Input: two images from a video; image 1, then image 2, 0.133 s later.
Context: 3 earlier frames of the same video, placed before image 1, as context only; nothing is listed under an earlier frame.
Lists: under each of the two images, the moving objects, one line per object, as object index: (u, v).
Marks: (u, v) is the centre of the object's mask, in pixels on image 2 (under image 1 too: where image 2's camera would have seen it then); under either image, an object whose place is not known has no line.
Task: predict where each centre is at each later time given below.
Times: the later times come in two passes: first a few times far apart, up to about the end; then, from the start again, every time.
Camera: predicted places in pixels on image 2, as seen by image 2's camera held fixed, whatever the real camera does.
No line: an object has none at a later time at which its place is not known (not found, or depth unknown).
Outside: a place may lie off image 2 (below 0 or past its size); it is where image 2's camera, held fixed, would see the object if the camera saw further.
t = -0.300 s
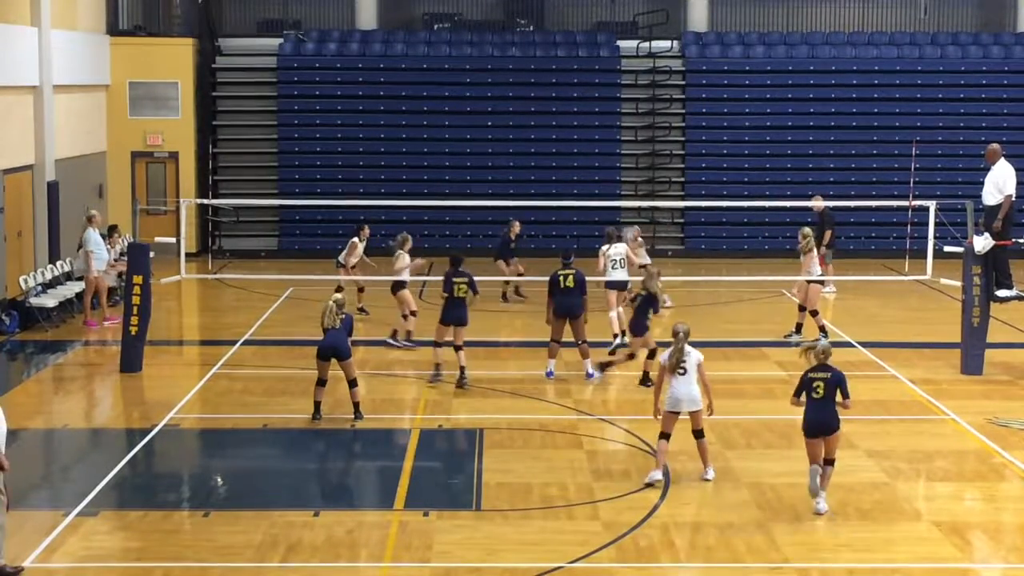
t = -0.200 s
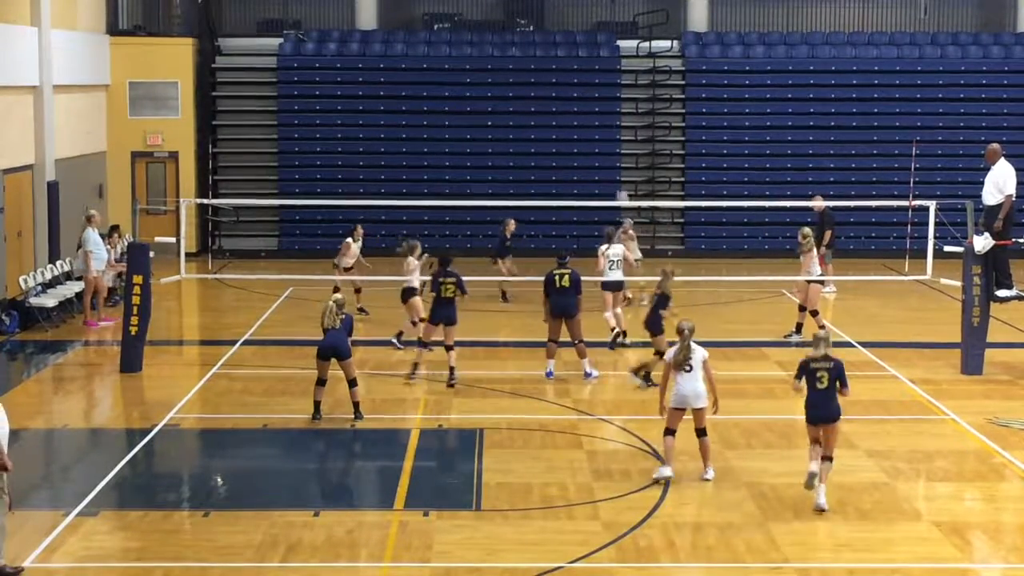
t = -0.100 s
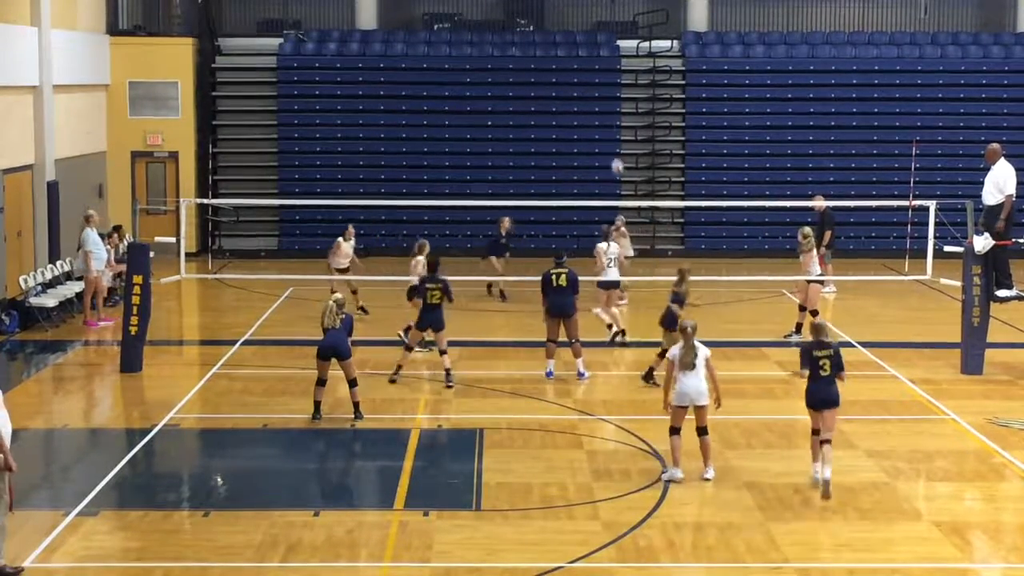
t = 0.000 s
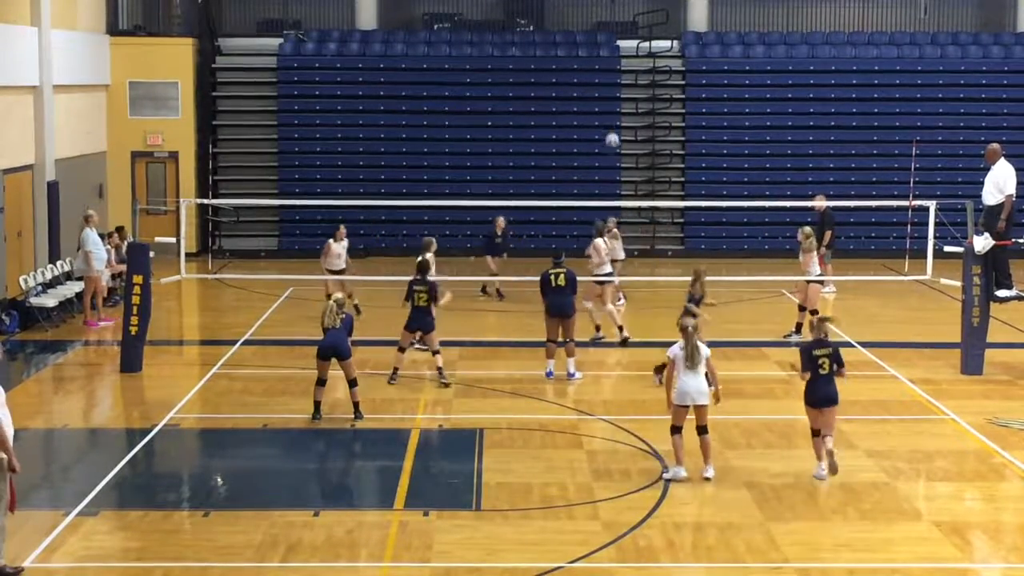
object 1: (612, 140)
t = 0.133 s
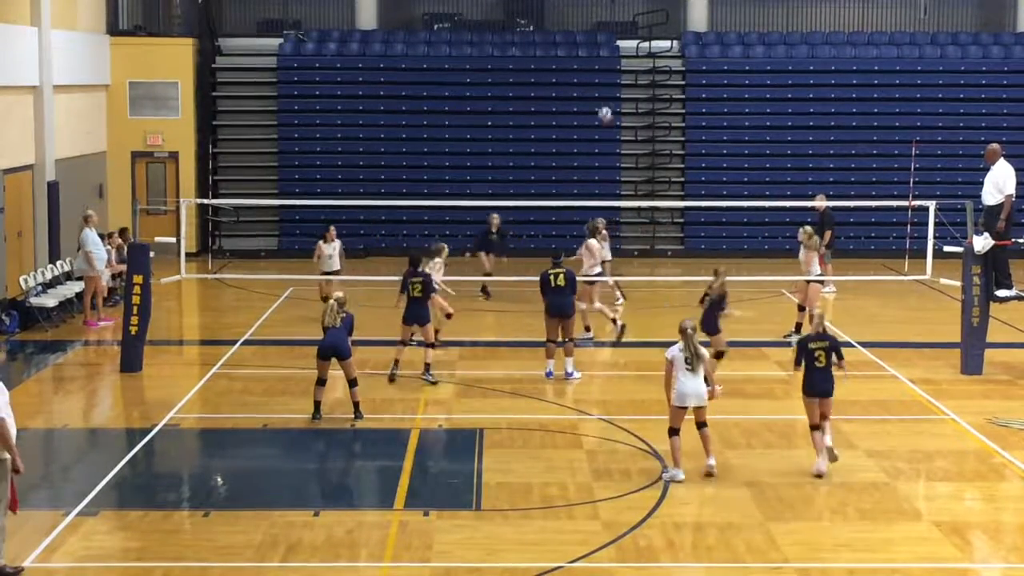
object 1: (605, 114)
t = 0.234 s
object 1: (600, 102)
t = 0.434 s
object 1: (590, 95)
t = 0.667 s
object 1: (577, 120)
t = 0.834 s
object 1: (568, 160)
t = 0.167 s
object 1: (603, 109)
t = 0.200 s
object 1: (602, 105)
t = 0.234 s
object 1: (600, 102)
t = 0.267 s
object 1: (598, 99)
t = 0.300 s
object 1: (597, 98)
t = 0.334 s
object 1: (595, 95)
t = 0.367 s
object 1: (594, 94)
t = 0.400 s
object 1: (592, 94)
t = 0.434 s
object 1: (590, 95)
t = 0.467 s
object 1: (589, 96)
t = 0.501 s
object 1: (586, 98)
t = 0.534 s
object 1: (585, 102)
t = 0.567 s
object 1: (583, 105)
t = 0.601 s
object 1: (581, 109)
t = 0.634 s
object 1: (579, 114)
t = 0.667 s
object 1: (577, 120)
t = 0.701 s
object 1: (575, 126)
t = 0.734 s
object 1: (574, 133)
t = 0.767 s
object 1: (572, 142)
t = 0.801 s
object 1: (570, 150)
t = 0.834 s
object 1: (568, 160)
